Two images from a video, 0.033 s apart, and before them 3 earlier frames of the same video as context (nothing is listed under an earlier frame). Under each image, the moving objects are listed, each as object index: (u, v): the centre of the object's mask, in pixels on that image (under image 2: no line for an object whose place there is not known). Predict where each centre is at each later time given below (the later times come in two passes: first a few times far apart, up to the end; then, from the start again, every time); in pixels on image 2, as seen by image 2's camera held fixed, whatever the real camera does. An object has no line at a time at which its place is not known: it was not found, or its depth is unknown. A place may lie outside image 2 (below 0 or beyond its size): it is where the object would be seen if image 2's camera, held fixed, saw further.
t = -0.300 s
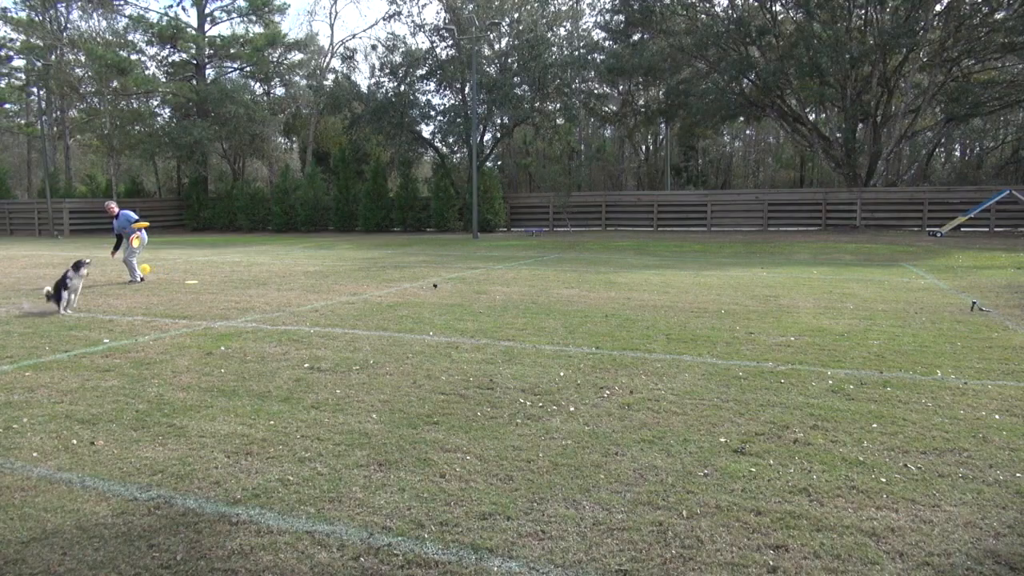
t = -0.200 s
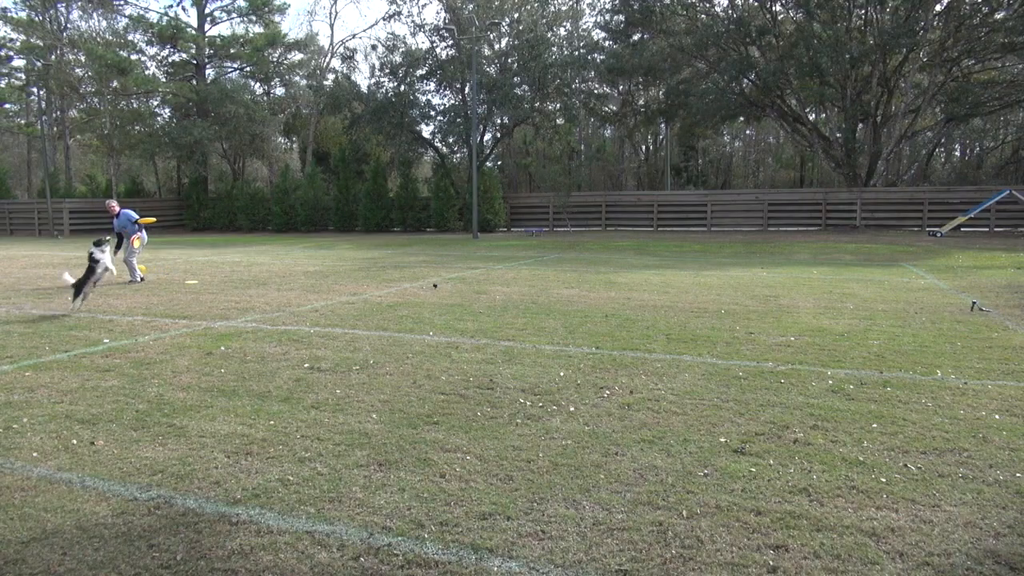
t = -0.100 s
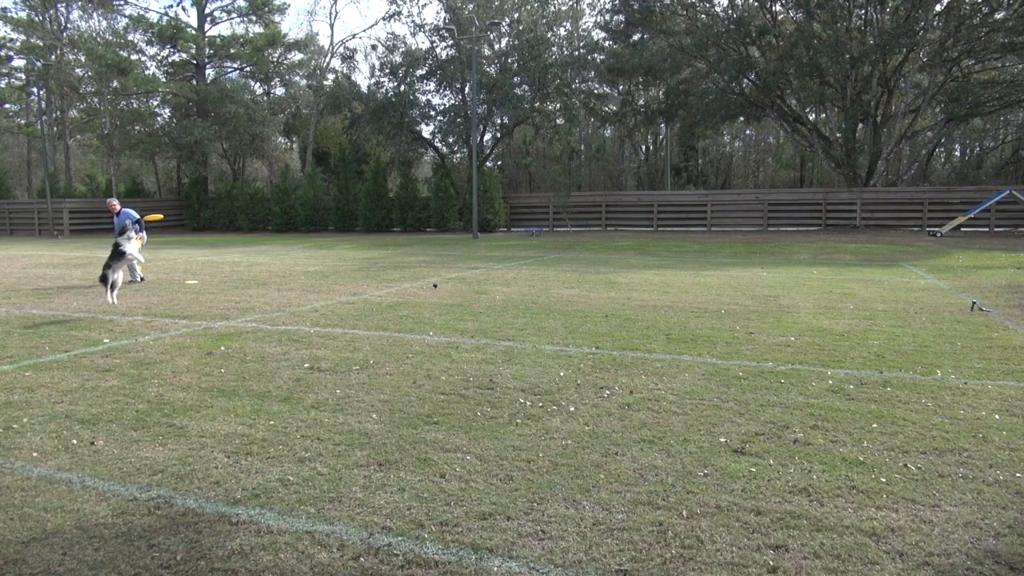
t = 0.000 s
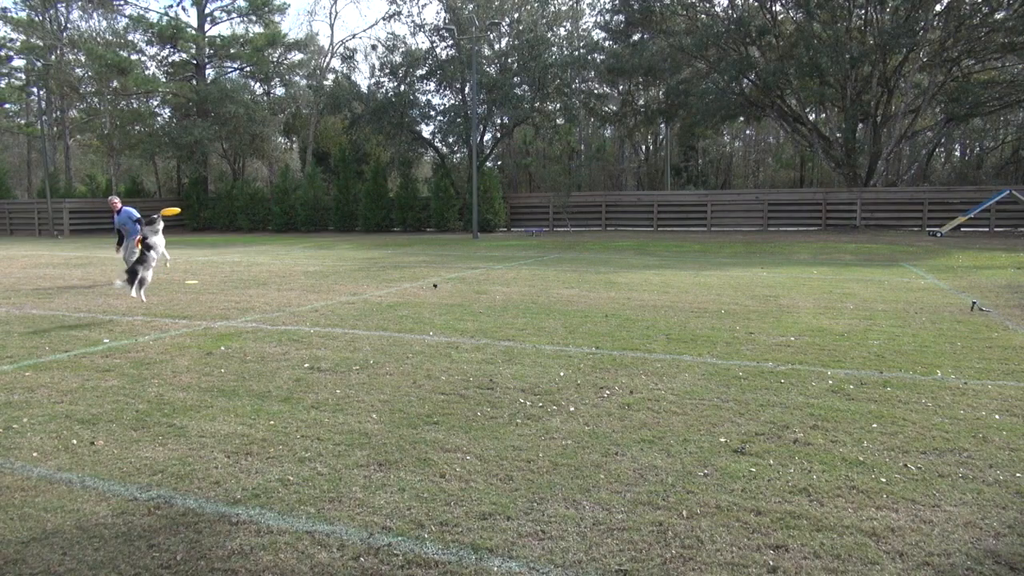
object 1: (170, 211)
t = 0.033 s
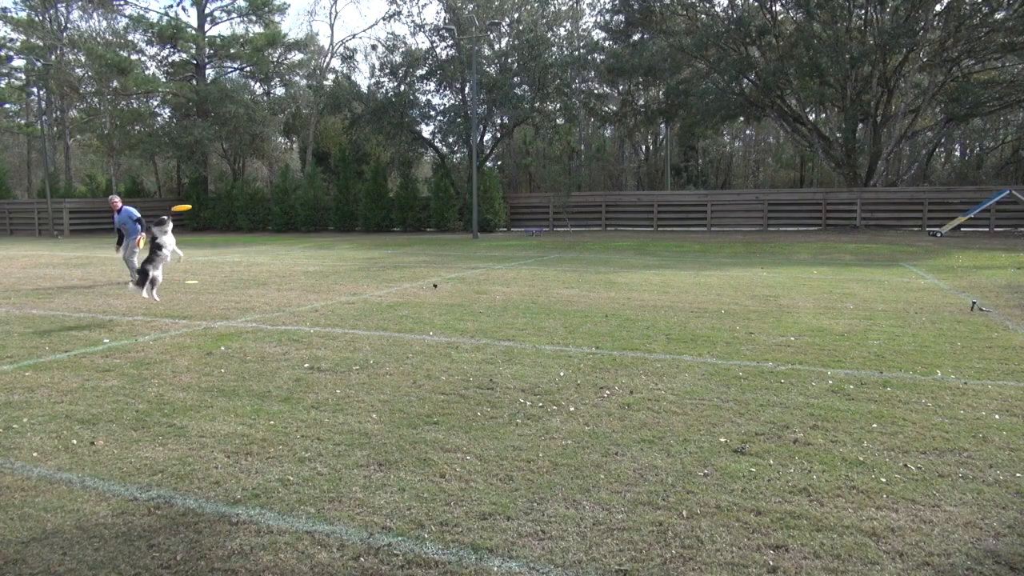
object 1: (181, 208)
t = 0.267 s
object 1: (260, 186)
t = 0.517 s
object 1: (346, 172)
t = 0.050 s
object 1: (187, 206)
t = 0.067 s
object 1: (192, 204)
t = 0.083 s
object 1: (197, 203)
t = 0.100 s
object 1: (203, 201)
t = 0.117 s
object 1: (208, 199)
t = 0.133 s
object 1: (214, 198)
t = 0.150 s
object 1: (220, 196)
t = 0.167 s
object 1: (225, 194)
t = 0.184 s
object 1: (231, 193)
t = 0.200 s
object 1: (237, 191)
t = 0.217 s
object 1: (242, 190)
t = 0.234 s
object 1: (248, 188)
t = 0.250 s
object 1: (254, 187)
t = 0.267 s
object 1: (260, 186)
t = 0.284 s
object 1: (265, 184)
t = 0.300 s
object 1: (271, 183)
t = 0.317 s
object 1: (277, 182)
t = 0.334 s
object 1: (282, 180)
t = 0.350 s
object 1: (289, 179)
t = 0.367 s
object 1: (294, 178)
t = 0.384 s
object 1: (300, 177)
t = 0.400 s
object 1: (306, 176)
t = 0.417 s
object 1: (312, 175)
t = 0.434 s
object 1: (317, 175)
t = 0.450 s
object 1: (323, 174)
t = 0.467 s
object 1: (329, 173)
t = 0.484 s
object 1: (334, 173)
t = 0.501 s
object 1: (340, 172)
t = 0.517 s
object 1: (346, 172)
